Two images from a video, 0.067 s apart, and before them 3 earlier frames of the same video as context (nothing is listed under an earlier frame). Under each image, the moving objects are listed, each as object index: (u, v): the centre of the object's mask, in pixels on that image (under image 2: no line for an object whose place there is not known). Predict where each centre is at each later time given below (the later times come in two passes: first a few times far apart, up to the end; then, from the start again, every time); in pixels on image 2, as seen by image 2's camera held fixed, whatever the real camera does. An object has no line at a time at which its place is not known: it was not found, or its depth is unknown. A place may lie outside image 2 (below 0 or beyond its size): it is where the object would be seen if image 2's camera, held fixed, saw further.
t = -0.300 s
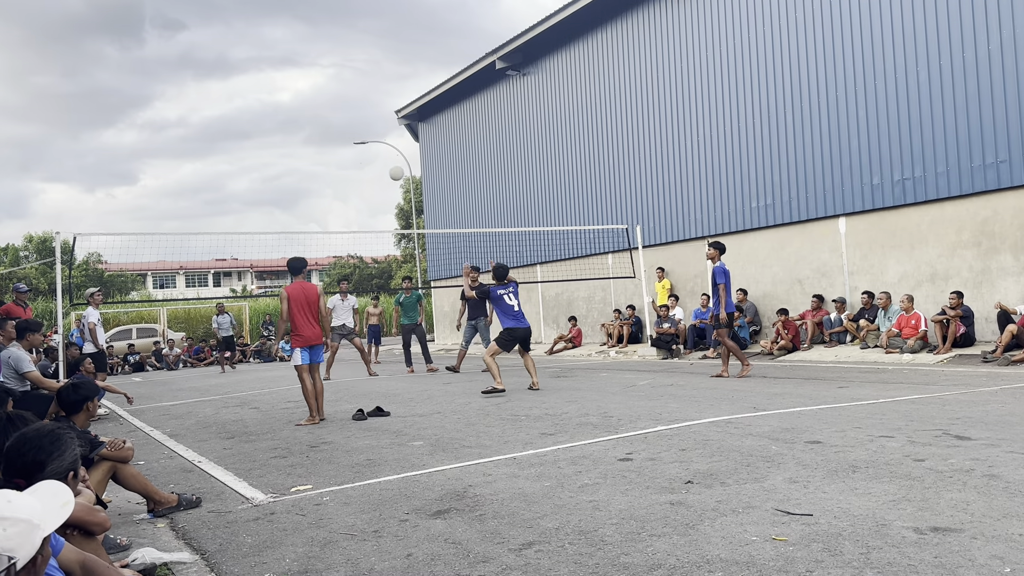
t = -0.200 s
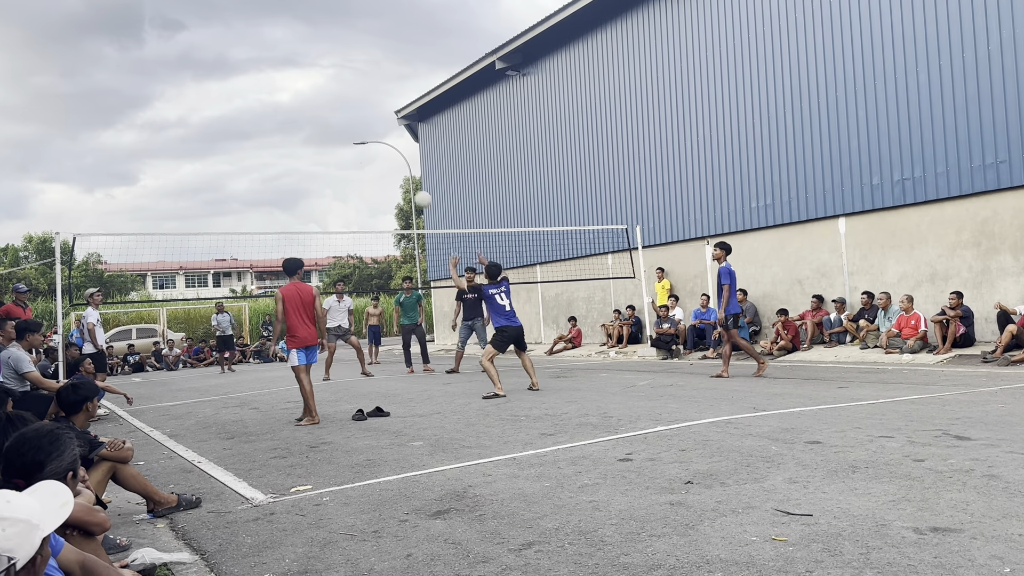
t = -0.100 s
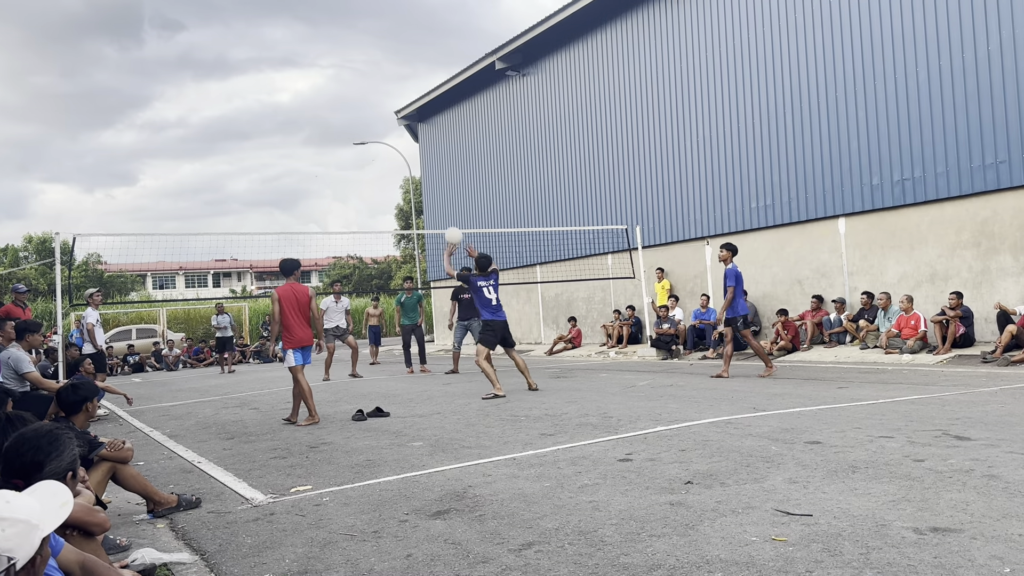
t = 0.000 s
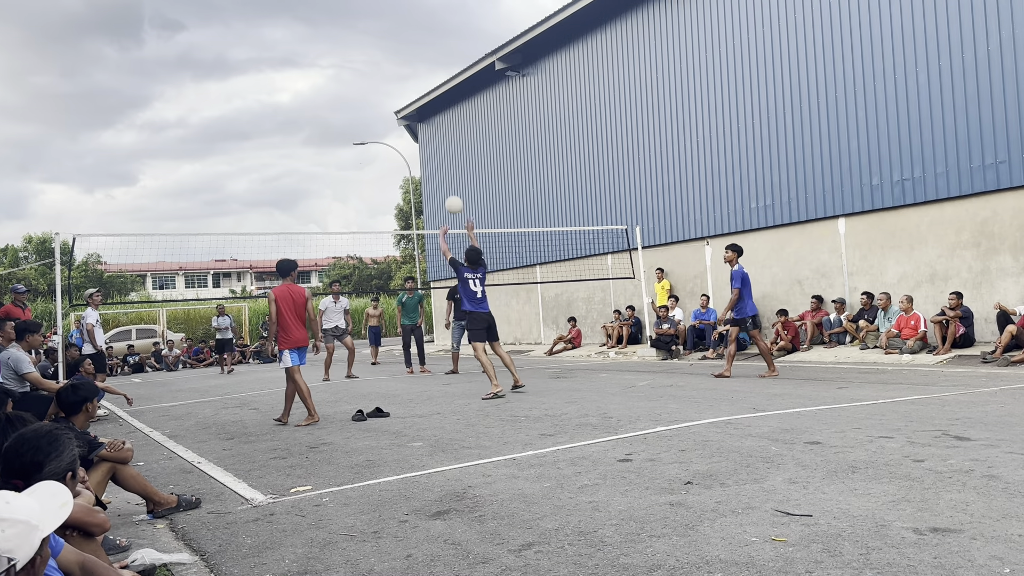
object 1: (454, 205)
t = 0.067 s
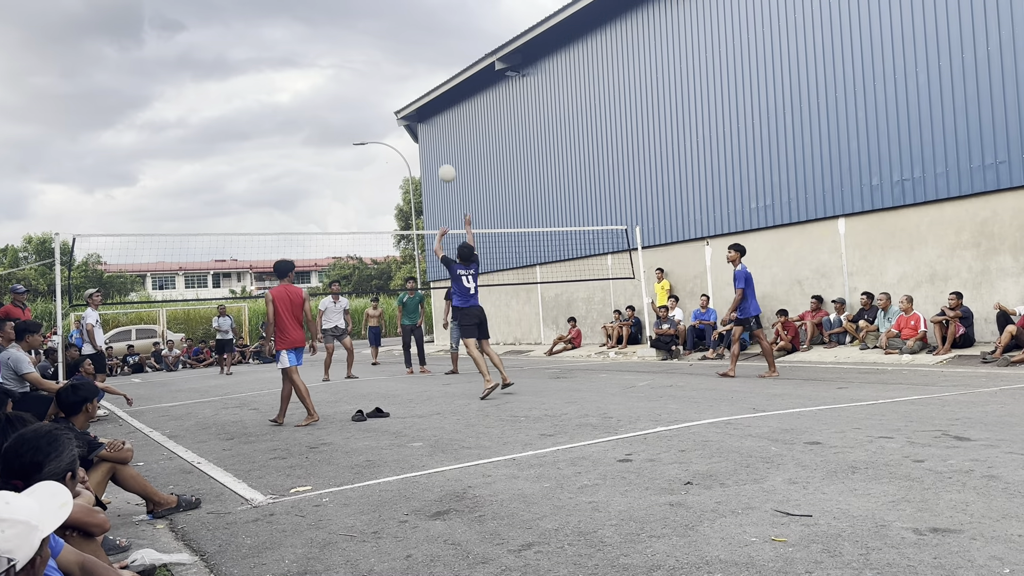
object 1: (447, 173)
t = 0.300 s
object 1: (427, 100)
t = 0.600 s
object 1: (408, 76)
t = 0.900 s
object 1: (397, 117)
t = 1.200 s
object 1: (389, 211)
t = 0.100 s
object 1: (444, 159)
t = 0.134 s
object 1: (440, 146)
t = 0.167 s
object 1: (437, 135)
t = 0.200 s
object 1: (434, 124)
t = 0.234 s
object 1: (432, 115)
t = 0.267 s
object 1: (430, 107)
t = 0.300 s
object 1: (427, 100)
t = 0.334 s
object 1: (424, 93)
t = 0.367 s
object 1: (422, 88)
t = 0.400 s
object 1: (420, 84)
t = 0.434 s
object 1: (418, 80)
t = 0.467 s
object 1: (416, 78)
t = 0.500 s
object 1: (414, 76)
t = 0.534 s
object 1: (412, 75)
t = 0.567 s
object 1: (410, 75)
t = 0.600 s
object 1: (408, 76)
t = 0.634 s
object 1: (407, 77)
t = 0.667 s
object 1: (405, 80)
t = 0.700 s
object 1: (404, 83)
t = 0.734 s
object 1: (402, 87)
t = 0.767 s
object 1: (401, 91)
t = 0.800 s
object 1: (400, 97)
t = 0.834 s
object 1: (398, 103)
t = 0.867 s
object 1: (397, 109)
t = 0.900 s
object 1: (397, 117)
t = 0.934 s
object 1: (395, 125)
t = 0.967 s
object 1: (395, 134)
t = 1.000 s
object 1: (394, 143)
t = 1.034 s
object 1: (393, 153)
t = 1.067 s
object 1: (392, 163)
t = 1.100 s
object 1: (391, 175)
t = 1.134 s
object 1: (391, 186)
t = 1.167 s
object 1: (390, 198)
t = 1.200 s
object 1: (389, 211)
